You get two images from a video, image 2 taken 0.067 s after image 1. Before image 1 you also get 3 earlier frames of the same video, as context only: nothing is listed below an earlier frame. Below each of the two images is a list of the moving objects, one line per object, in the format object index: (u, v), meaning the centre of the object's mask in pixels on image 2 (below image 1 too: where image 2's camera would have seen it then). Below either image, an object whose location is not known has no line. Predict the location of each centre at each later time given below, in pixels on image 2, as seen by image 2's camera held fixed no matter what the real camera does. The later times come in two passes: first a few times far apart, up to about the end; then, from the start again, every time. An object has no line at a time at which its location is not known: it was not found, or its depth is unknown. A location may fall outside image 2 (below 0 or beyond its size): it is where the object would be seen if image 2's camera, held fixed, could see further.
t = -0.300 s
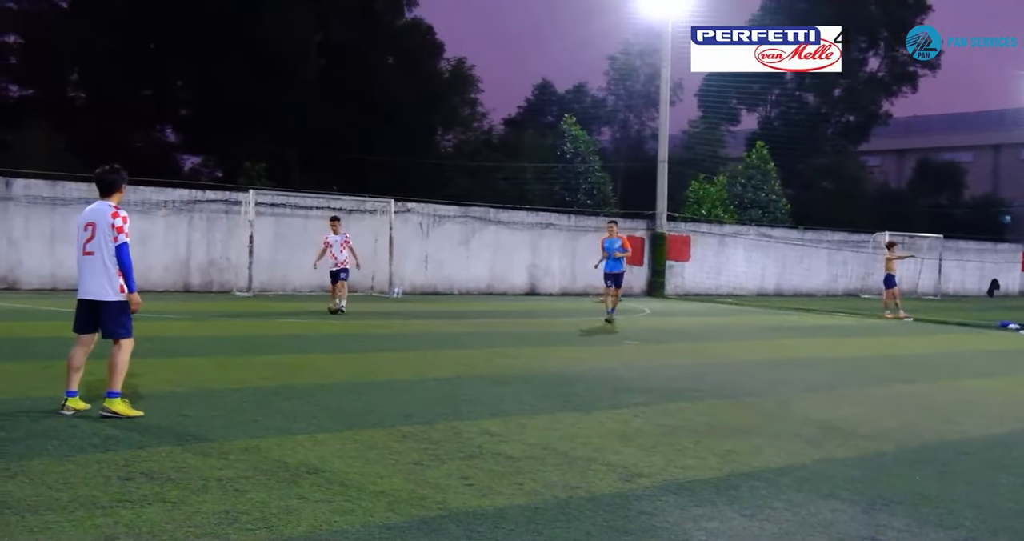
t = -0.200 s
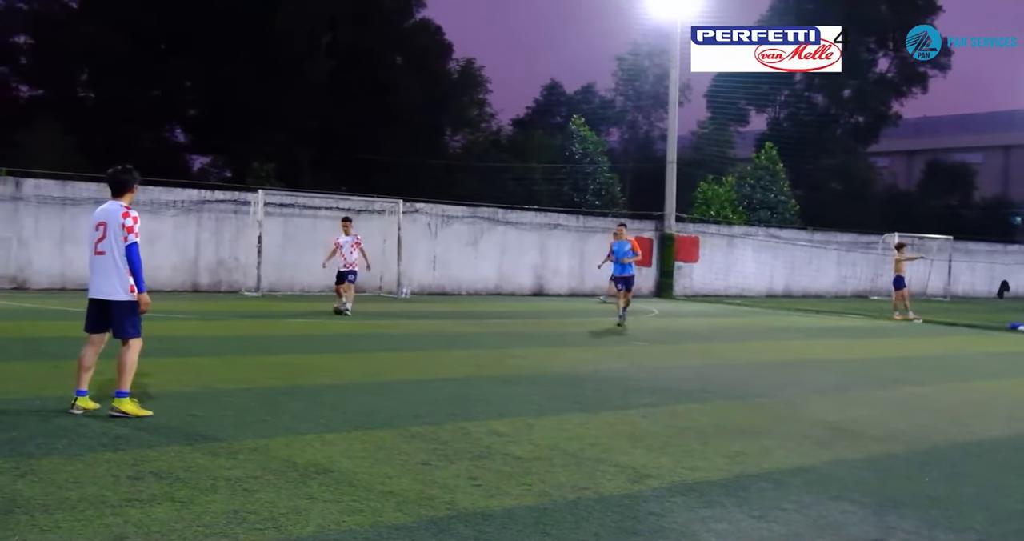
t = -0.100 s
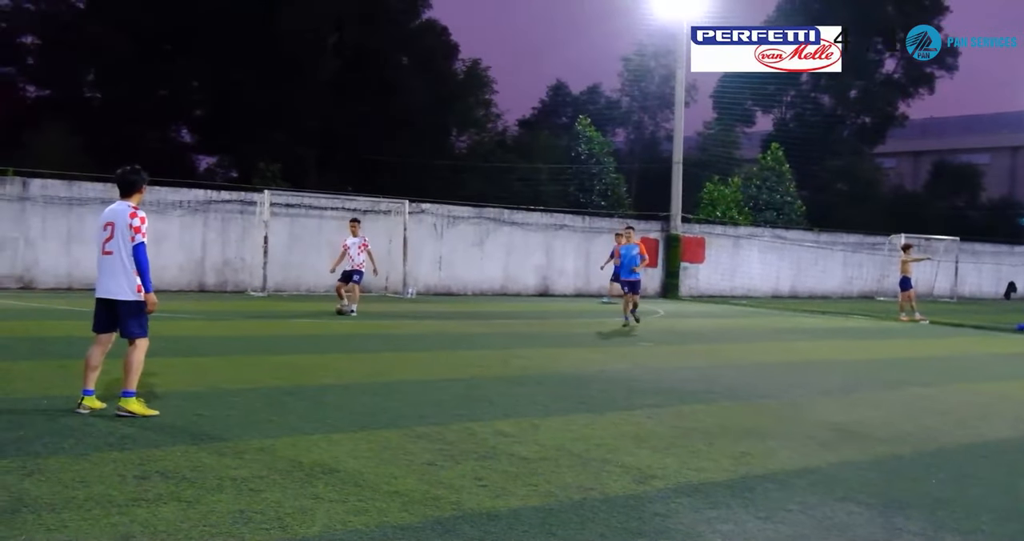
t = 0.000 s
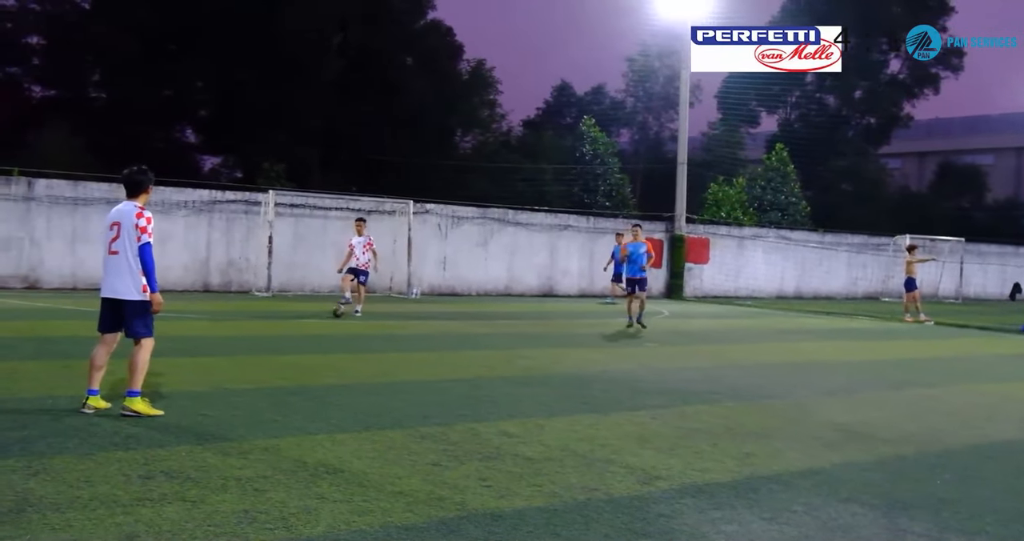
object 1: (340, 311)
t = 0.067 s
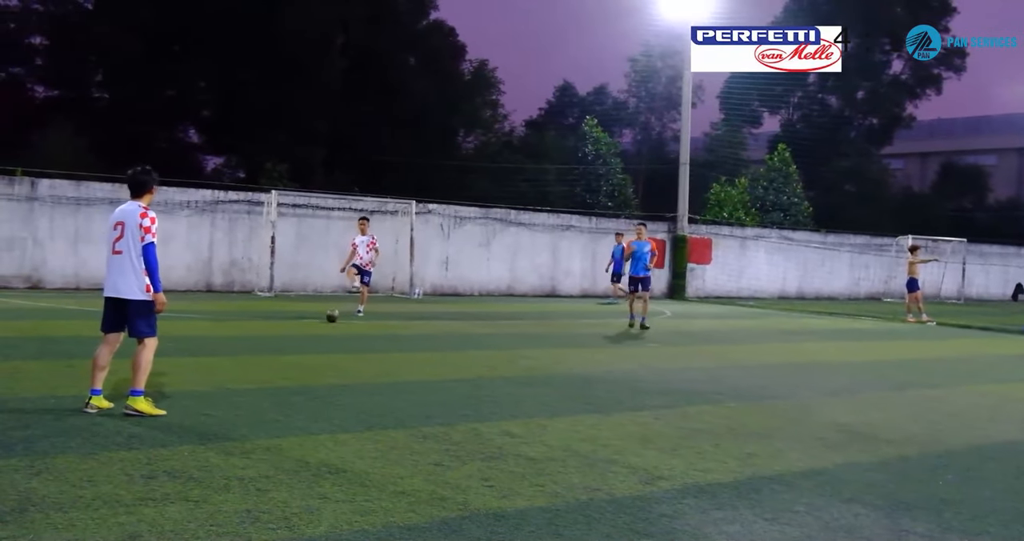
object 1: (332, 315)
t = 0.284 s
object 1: (302, 328)
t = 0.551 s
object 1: (257, 345)
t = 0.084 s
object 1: (330, 317)
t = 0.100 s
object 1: (328, 317)
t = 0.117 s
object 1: (326, 318)
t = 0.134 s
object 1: (323, 319)
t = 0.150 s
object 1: (321, 320)
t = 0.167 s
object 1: (319, 321)
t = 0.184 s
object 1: (317, 321)
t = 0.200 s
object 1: (315, 323)
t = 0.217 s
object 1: (313, 324)
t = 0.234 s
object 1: (310, 324)
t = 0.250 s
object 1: (307, 325)
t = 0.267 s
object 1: (304, 326)
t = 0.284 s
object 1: (302, 328)
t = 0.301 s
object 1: (299, 329)
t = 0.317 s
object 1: (297, 329)
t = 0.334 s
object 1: (294, 330)
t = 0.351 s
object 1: (292, 331)
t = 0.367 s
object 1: (289, 333)
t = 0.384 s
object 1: (286, 334)
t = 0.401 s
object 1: (283, 335)
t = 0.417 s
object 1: (280, 335)
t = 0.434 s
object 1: (277, 336)
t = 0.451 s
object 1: (275, 337)
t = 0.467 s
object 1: (272, 339)
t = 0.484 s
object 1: (269, 341)
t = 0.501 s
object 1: (266, 343)
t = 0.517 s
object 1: (263, 343)
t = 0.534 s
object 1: (260, 344)
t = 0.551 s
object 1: (257, 345)
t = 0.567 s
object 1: (254, 346)
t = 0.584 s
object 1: (251, 348)
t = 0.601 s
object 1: (247, 350)
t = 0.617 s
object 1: (244, 352)
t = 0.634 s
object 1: (241, 353)
